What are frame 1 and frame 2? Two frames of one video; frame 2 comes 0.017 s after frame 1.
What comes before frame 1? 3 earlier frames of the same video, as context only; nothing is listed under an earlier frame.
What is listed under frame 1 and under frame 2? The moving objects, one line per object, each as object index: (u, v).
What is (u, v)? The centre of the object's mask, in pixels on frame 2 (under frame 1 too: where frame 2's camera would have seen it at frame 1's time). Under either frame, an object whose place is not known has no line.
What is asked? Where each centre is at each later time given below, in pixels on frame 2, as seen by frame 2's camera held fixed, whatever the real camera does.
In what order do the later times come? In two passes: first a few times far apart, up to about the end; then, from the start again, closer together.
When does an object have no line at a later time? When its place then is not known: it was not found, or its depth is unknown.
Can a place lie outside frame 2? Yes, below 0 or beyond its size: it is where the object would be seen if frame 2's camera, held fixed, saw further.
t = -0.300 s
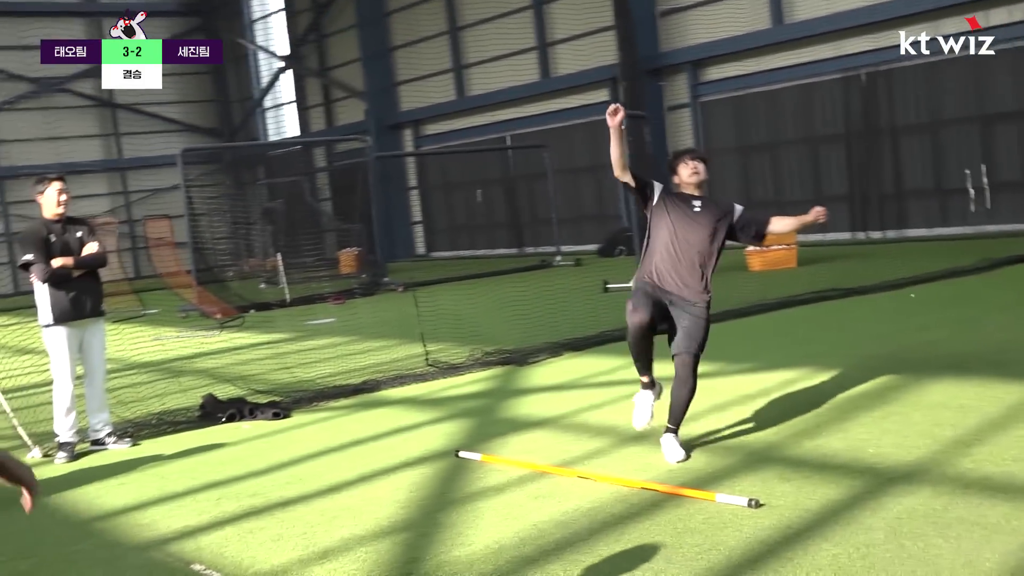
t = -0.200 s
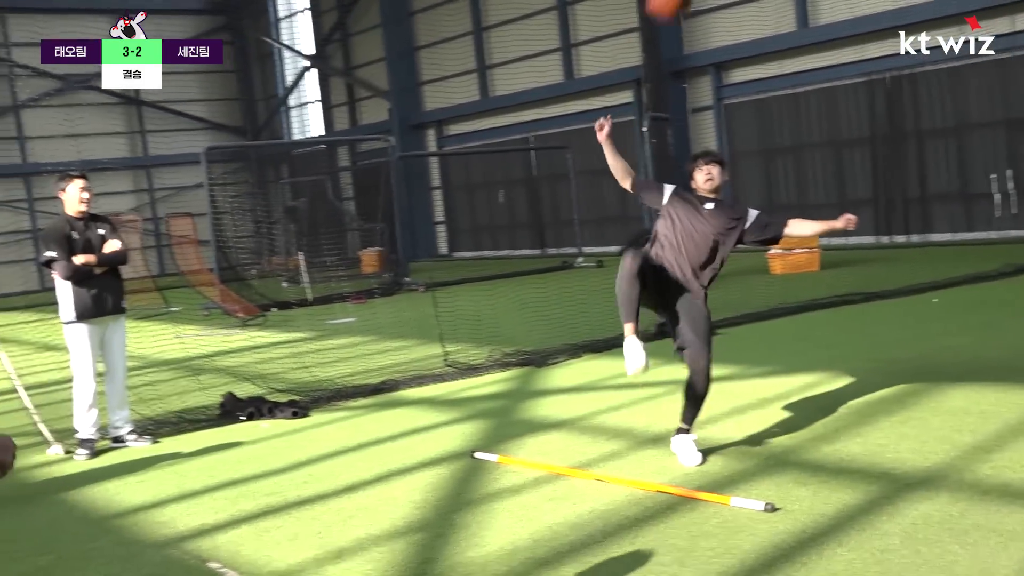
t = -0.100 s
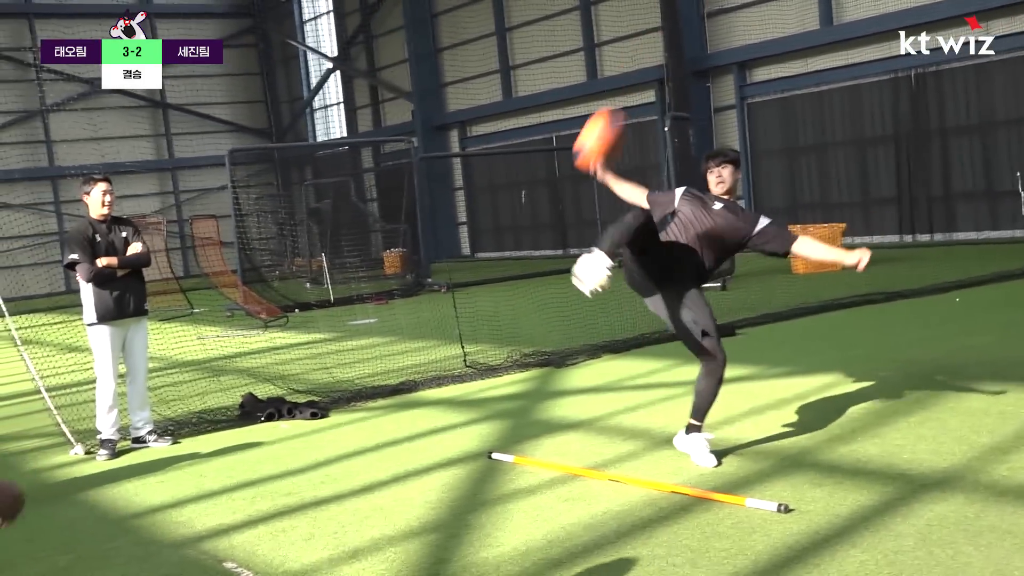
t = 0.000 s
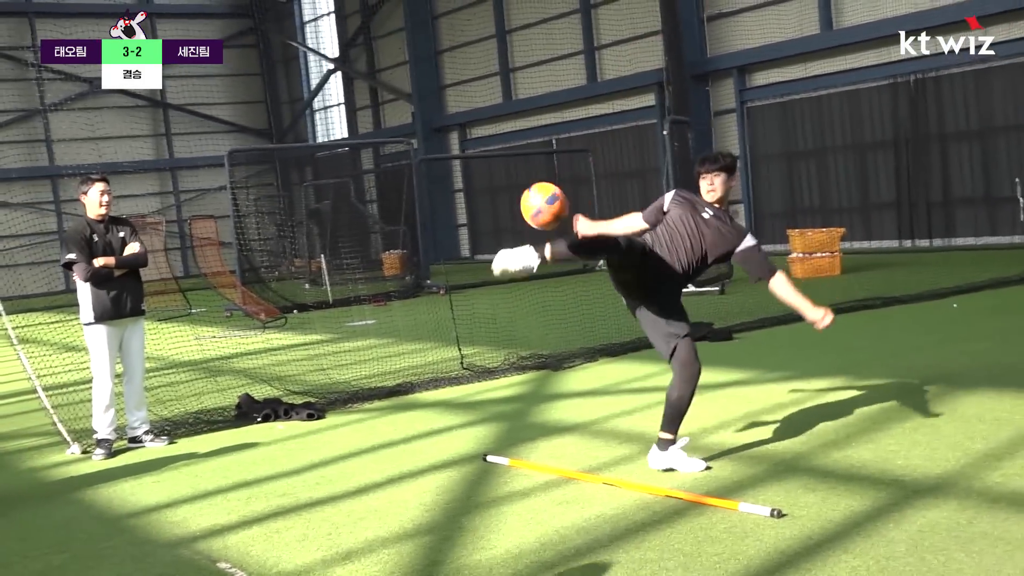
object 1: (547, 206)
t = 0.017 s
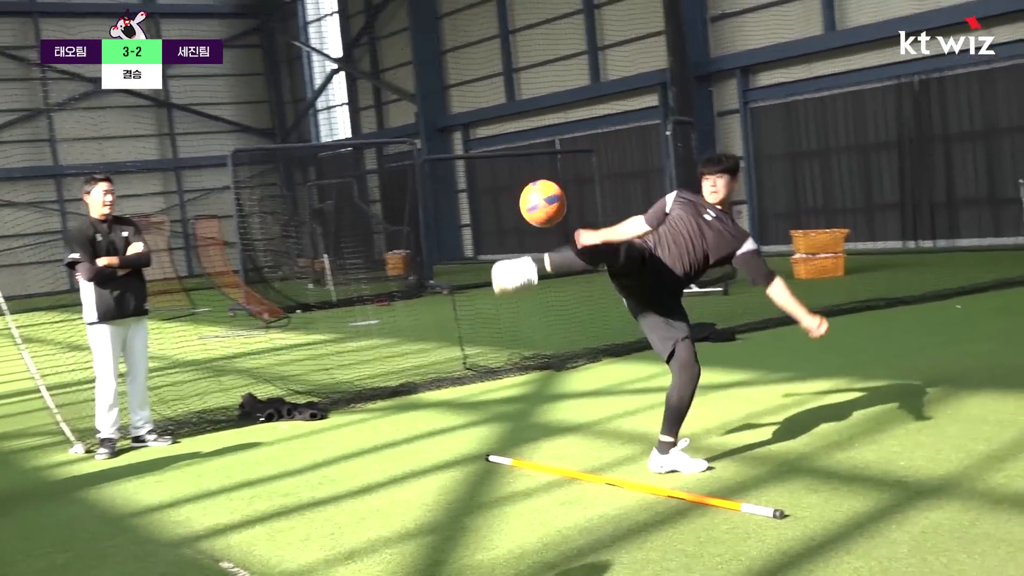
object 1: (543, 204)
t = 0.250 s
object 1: (493, 225)
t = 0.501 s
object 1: (457, 379)
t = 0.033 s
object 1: (539, 201)
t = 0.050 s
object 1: (535, 200)
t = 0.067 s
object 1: (532, 198)
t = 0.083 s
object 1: (528, 198)
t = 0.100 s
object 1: (525, 198)
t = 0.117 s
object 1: (521, 198)
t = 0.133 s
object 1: (518, 200)
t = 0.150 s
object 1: (514, 201)
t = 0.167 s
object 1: (510, 204)
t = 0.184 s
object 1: (507, 206)
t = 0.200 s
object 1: (503, 210)
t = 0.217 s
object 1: (500, 214)
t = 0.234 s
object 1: (497, 219)
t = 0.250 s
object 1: (493, 225)
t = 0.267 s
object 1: (490, 231)
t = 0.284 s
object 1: (488, 238)
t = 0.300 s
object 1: (485, 245)
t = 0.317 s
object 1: (481, 252)
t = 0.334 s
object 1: (479, 262)
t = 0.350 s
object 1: (478, 272)
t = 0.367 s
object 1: (475, 282)
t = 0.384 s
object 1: (472, 292)
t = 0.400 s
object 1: (469, 302)
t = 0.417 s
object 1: (467, 314)
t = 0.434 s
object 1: (464, 325)
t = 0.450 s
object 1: (463, 337)
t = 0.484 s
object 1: (459, 365)
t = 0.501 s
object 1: (457, 379)
